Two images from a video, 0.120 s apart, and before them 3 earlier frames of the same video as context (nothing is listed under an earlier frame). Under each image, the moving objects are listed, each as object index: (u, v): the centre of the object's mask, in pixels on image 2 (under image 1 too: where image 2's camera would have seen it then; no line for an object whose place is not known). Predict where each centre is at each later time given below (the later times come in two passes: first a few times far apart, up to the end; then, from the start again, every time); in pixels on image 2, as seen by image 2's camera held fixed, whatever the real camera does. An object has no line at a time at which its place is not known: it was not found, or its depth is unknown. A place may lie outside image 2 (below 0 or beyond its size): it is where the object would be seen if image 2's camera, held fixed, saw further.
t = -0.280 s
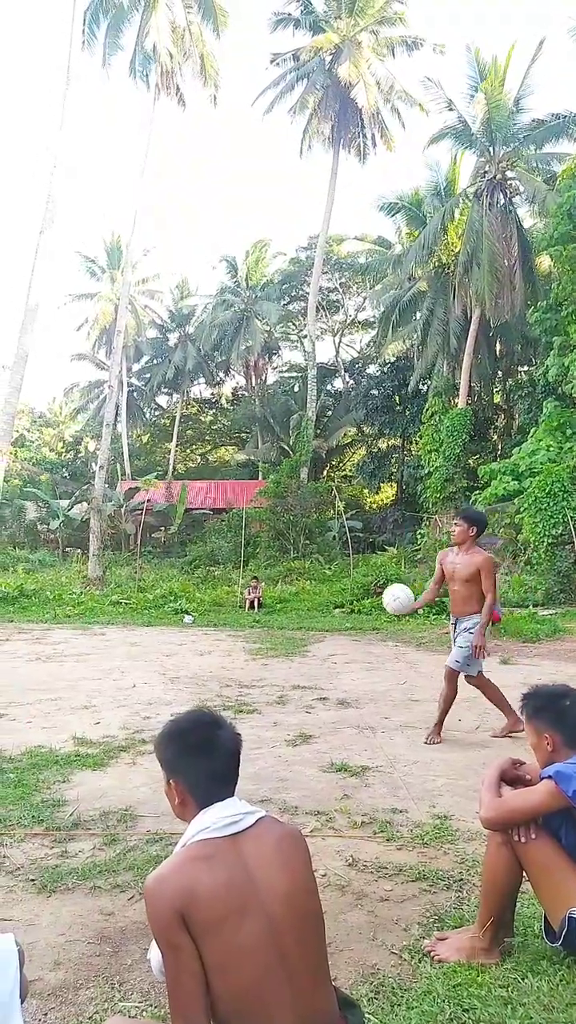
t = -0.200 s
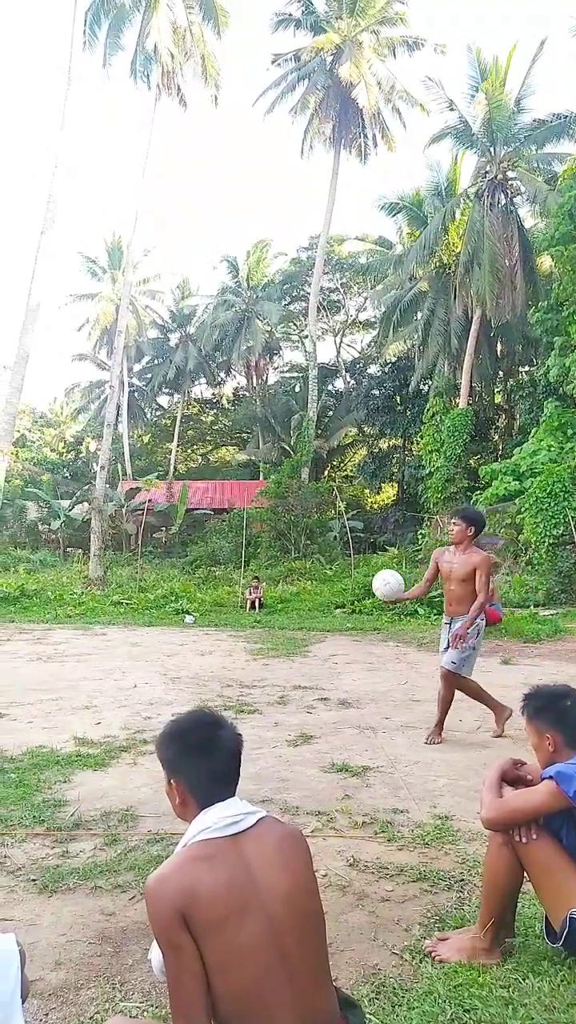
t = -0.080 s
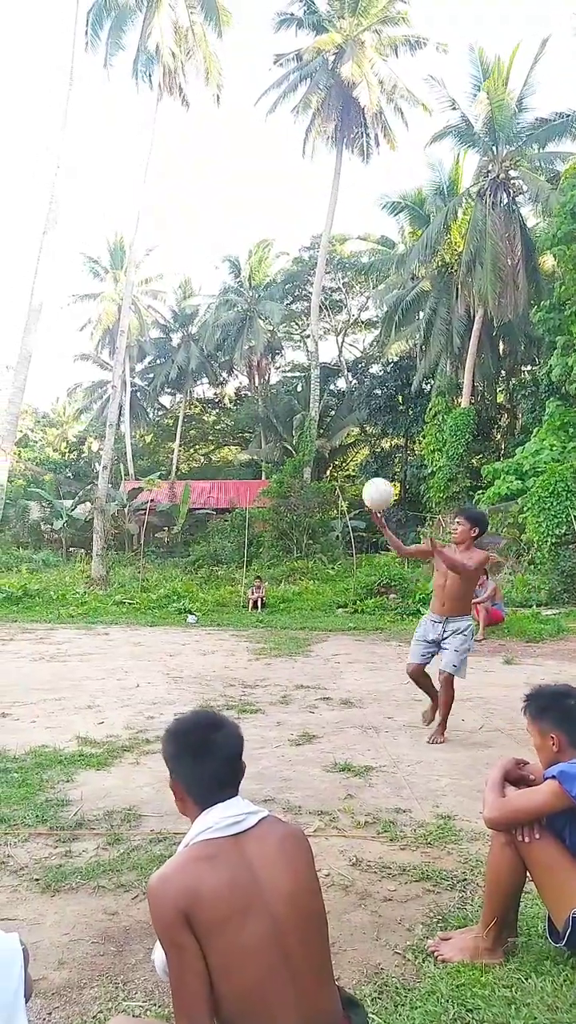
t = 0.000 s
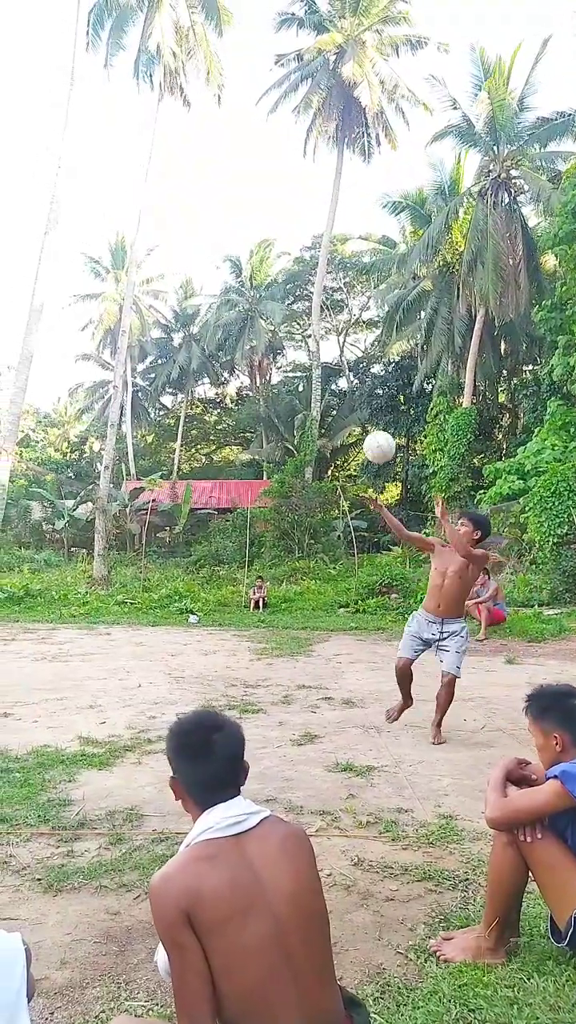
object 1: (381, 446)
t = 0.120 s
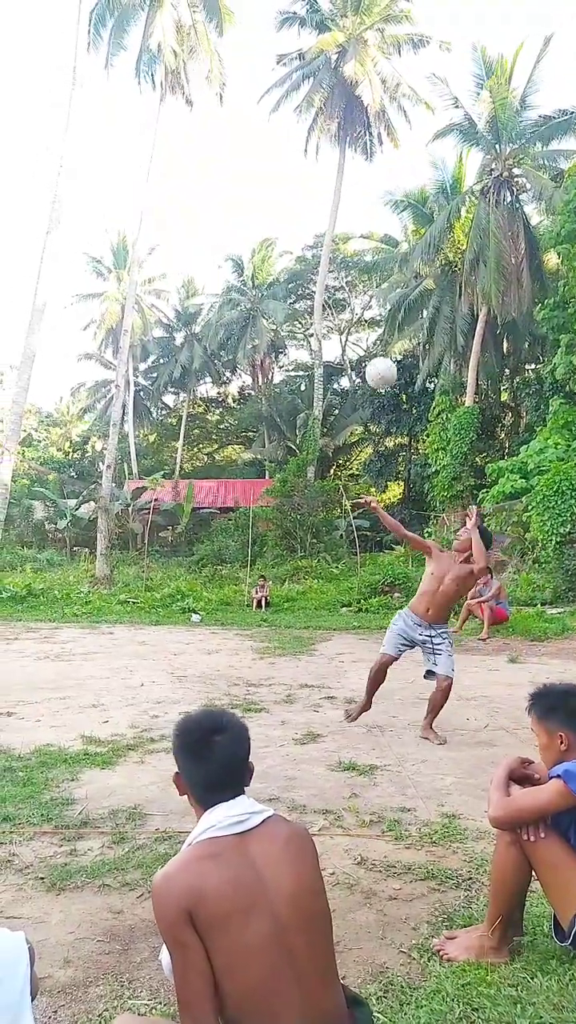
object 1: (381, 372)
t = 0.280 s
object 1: (380, 319)
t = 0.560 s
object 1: (379, 316)
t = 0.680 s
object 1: (378, 351)
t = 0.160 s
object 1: (381, 359)
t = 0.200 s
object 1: (381, 346)
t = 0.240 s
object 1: (381, 336)
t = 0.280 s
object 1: (380, 319)
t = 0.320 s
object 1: (380, 313)
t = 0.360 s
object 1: (379, 309)
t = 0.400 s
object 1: (379, 307)
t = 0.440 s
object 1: (379, 307)
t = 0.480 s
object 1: (378, 308)
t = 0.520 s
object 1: (379, 312)
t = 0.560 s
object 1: (379, 316)
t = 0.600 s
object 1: (378, 322)
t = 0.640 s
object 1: (379, 341)
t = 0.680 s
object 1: (378, 351)
